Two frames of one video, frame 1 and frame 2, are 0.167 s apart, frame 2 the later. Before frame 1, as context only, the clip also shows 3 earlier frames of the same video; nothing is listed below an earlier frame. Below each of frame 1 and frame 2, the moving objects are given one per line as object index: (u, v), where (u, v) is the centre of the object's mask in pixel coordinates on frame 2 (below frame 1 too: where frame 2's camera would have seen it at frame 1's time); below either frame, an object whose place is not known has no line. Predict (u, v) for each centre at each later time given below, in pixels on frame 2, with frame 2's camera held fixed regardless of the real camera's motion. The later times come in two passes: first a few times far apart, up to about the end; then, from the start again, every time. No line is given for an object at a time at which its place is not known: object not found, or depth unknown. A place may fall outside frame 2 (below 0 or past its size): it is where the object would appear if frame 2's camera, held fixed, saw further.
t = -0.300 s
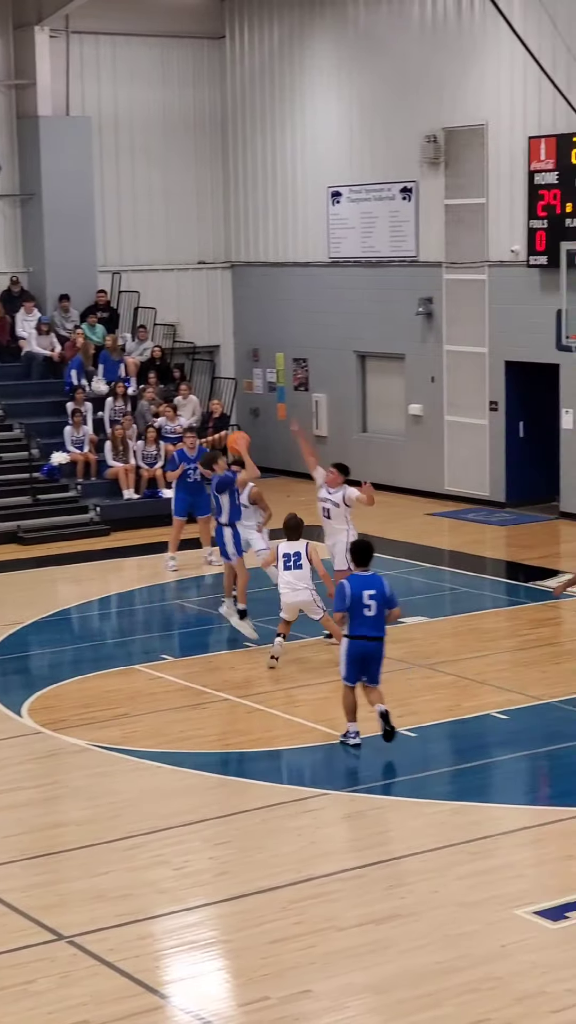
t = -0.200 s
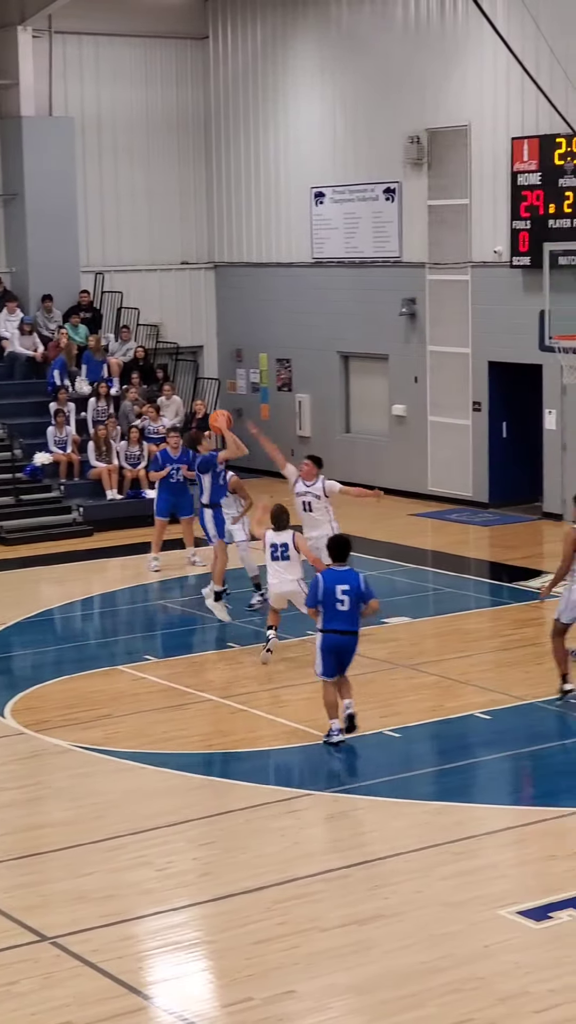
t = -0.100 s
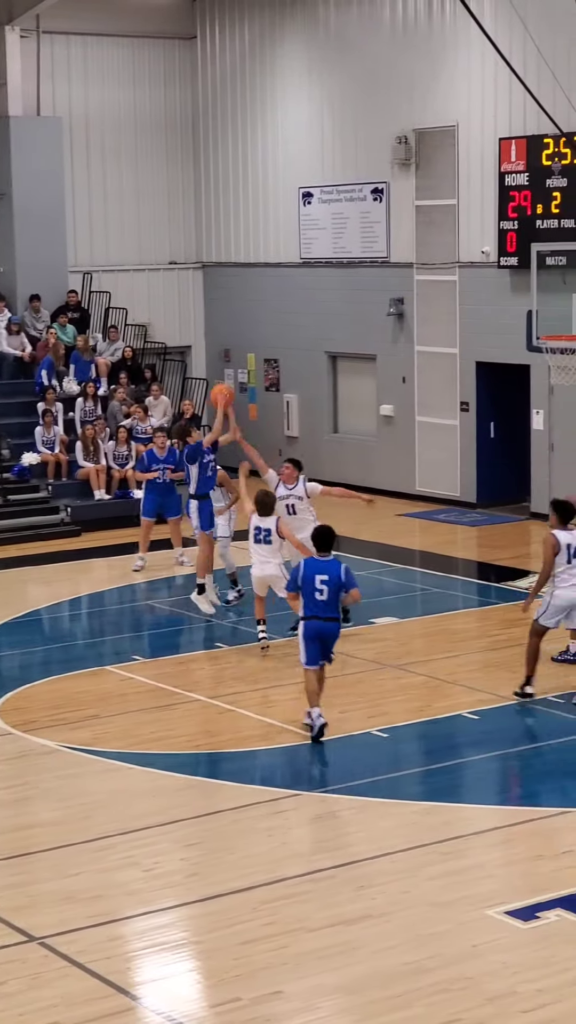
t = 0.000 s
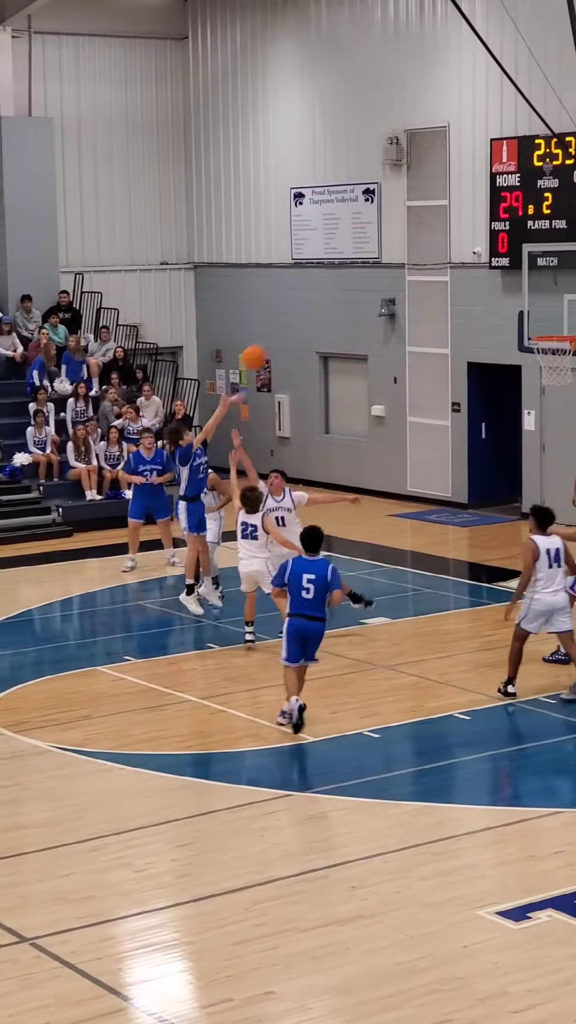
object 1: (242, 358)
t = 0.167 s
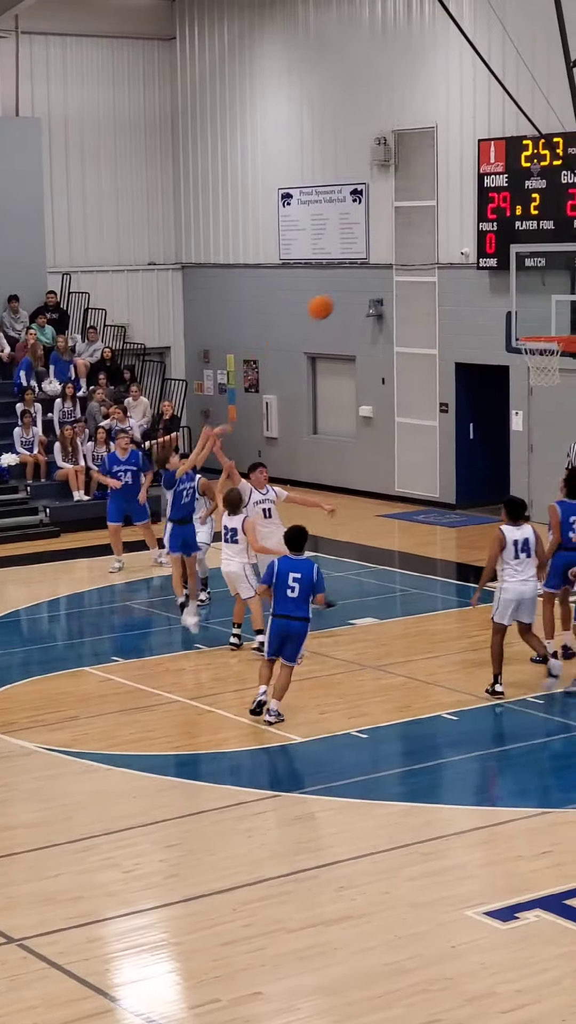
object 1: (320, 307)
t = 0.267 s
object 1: (367, 291)
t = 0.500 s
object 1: (478, 288)
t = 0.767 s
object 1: (582, 318)
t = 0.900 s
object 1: (573, 309)
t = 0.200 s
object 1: (336, 300)
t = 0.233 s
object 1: (351, 294)
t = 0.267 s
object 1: (367, 291)
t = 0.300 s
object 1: (383, 287)
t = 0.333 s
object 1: (399, 284)
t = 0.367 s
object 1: (415, 283)
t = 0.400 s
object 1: (431, 283)
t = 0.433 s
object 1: (447, 283)
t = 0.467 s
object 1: (462, 285)
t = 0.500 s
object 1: (478, 288)
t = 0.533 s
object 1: (493, 292)
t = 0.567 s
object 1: (509, 297)
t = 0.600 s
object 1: (525, 303)
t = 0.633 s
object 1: (540, 310)
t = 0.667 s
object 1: (556, 318)
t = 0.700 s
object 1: (570, 327)
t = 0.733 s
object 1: (579, 323)
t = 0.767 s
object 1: (582, 318)
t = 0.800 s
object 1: (580, 314)
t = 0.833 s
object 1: (578, 312)
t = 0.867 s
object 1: (576, 310)
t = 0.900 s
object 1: (573, 309)
